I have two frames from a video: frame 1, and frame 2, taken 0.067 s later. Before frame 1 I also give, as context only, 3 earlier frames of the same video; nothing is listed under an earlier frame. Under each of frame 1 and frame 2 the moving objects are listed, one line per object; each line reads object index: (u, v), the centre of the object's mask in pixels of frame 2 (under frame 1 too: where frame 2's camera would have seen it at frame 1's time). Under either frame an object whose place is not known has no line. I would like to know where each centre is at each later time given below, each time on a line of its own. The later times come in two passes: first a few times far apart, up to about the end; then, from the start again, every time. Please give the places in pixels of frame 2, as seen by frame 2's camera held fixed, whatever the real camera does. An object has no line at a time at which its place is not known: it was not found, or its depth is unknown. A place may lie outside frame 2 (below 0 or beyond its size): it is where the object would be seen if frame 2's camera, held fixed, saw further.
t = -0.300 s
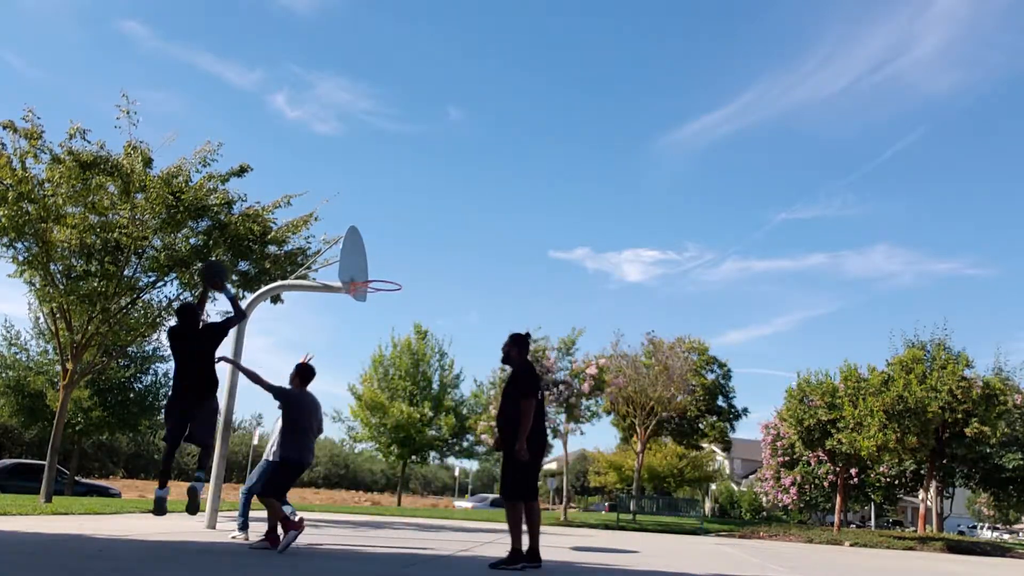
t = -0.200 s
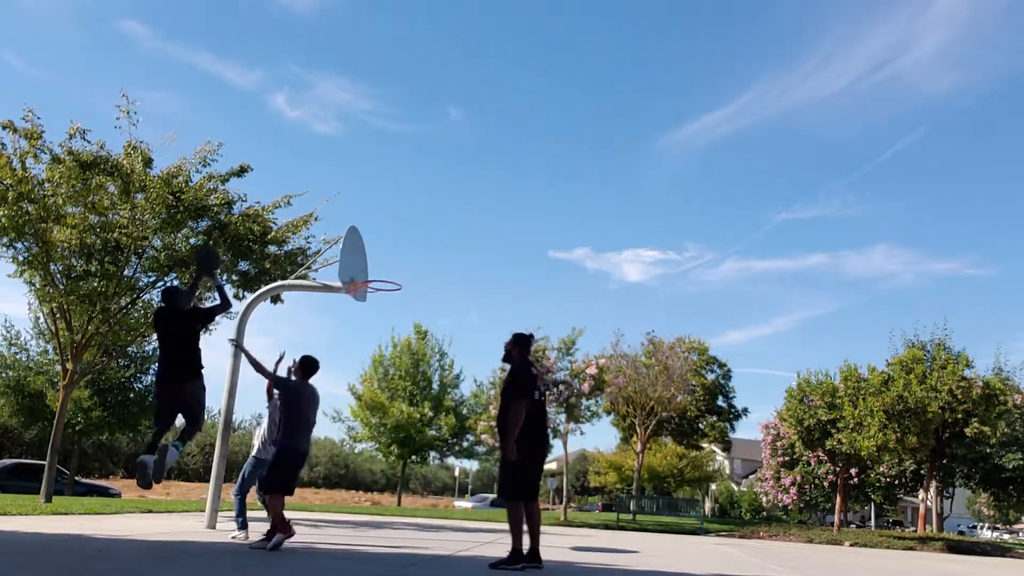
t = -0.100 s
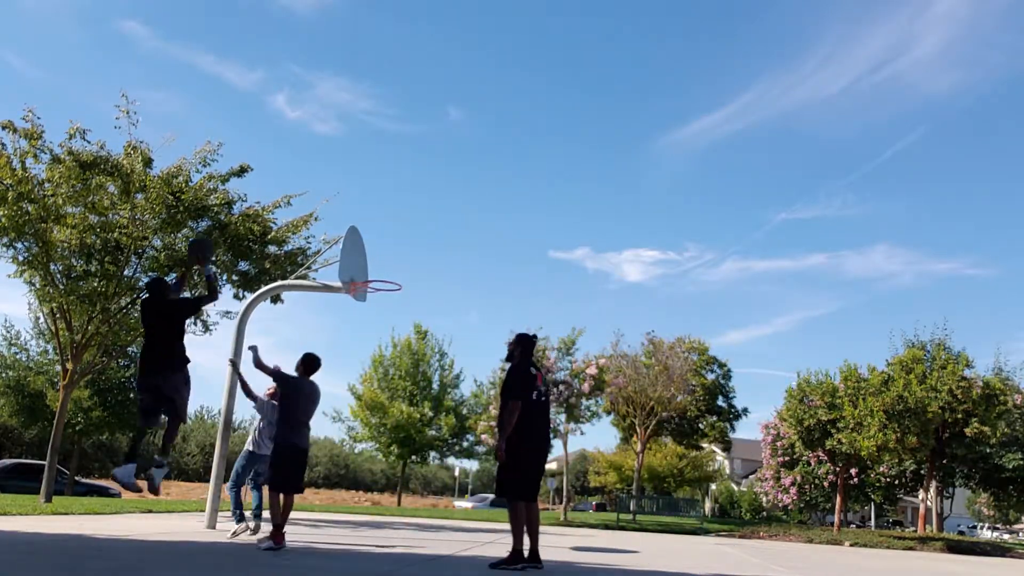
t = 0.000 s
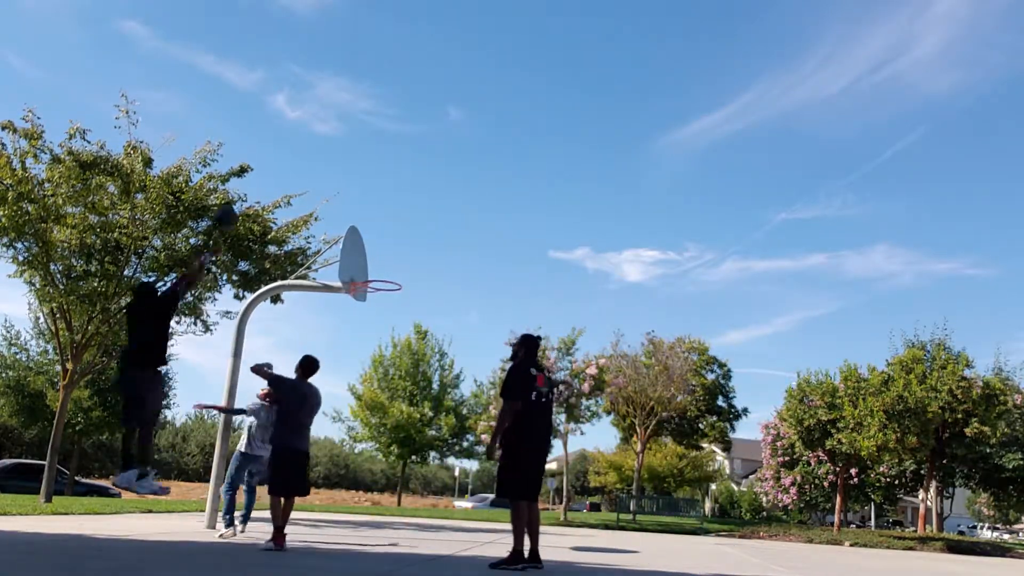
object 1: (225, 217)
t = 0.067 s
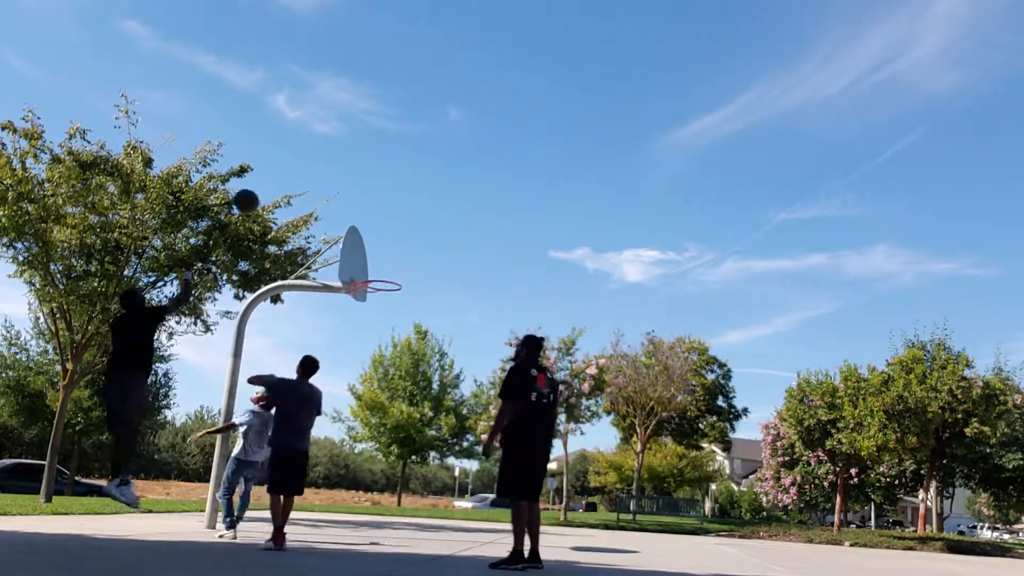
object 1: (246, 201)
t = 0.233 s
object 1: (292, 180)
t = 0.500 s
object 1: (348, 197)
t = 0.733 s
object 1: (384, 254)
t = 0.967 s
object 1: (384, 276)
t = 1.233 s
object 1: (403, 255)
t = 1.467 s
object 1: (413, 280)
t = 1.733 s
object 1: (422, 366)
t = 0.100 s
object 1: (256, 194)
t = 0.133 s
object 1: (266, 189)
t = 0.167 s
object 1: (275, 185)
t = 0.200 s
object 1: (284, 182)
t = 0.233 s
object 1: (292, 180)
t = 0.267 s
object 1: (300, 179)
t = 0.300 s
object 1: (308, 179)
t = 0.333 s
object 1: (315, 180)
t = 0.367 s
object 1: (323, 181)
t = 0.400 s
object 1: (329, 184)
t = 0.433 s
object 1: (336, 187)
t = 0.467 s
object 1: (342, 191)
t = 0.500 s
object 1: (348, 197)
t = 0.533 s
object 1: (353, 202)
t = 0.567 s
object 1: (359, 209)
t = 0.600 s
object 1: (364, 217)
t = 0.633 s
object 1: (369, 225)
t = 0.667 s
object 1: (375, 234)
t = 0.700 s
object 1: (380, 244)
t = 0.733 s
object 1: (384, 254)
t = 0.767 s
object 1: (388, 265)
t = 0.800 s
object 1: (392, 276)
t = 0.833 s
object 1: (391, 282)
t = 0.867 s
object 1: (381, 284)
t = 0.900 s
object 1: (374, 284)
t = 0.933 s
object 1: (379, 280)
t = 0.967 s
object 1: (384, 276)
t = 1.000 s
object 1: (387, 273)
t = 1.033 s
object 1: (390, 267)
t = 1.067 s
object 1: (392, 263)
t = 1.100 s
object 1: (395, 260)
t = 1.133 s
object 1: (397, 257)
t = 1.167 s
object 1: (399, 256)
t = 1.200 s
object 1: (401, 255)
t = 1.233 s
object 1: (403, 255)
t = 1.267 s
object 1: (404, 256)
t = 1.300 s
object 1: (406, 258)
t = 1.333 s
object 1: (407, 261)
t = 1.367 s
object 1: (409, 264)
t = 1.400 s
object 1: (411, 268)
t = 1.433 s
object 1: (412, 274)
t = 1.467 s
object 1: (413, 280)
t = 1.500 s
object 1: (415, 287)
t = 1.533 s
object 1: (416, 295)
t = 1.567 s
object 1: (417, 304)
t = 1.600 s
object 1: (418, 314)
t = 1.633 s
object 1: (418, 324)
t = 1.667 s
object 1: (419, 335)
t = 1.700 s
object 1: (421, 350)
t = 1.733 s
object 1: (422, 366)
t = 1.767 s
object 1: (421, 377)
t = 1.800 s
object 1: (421, 394)
